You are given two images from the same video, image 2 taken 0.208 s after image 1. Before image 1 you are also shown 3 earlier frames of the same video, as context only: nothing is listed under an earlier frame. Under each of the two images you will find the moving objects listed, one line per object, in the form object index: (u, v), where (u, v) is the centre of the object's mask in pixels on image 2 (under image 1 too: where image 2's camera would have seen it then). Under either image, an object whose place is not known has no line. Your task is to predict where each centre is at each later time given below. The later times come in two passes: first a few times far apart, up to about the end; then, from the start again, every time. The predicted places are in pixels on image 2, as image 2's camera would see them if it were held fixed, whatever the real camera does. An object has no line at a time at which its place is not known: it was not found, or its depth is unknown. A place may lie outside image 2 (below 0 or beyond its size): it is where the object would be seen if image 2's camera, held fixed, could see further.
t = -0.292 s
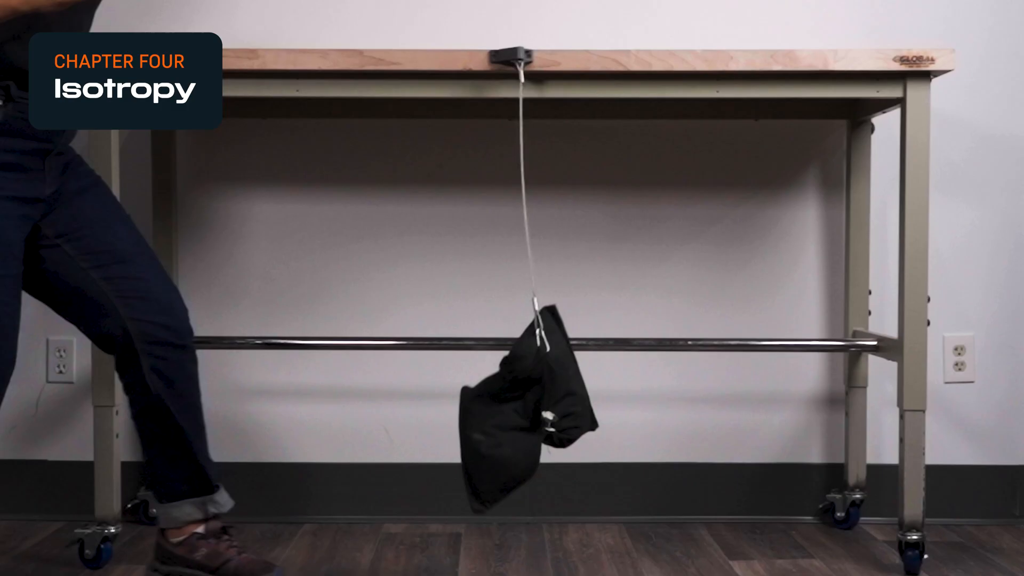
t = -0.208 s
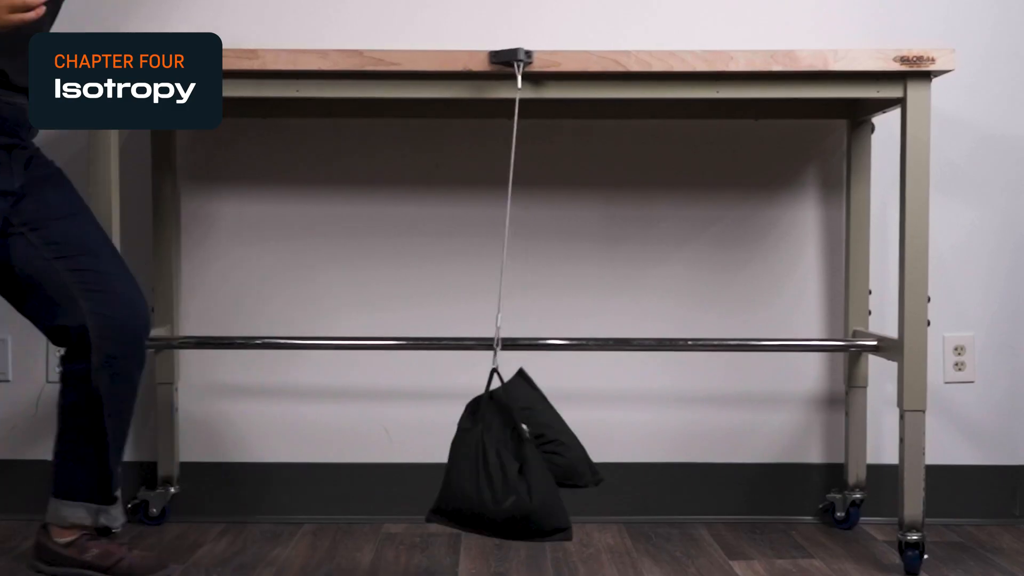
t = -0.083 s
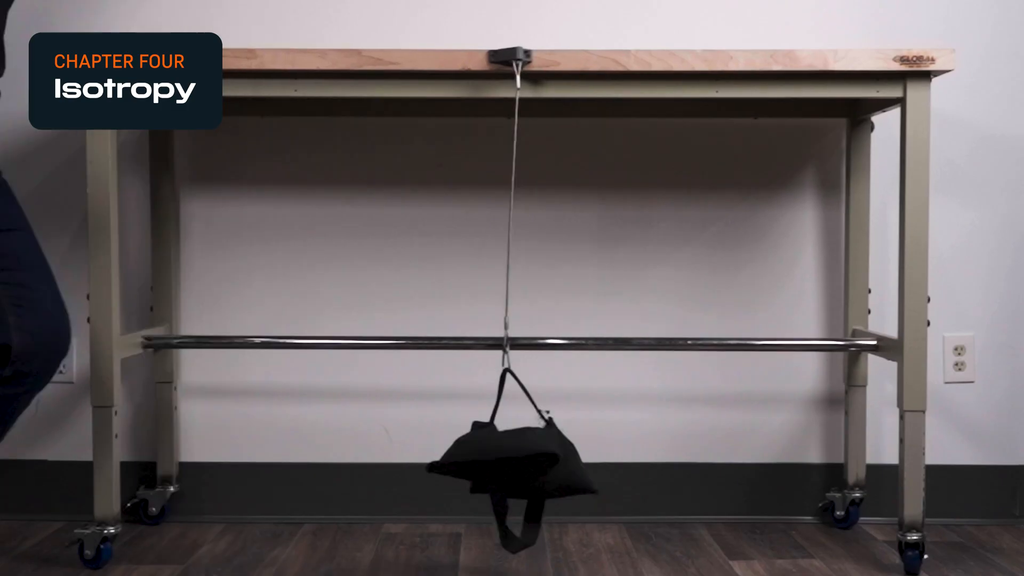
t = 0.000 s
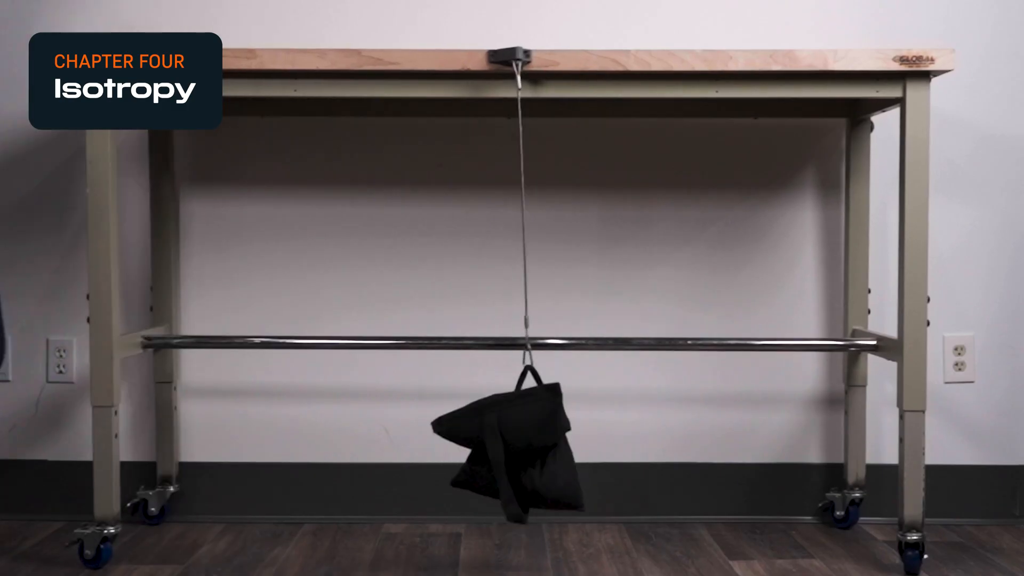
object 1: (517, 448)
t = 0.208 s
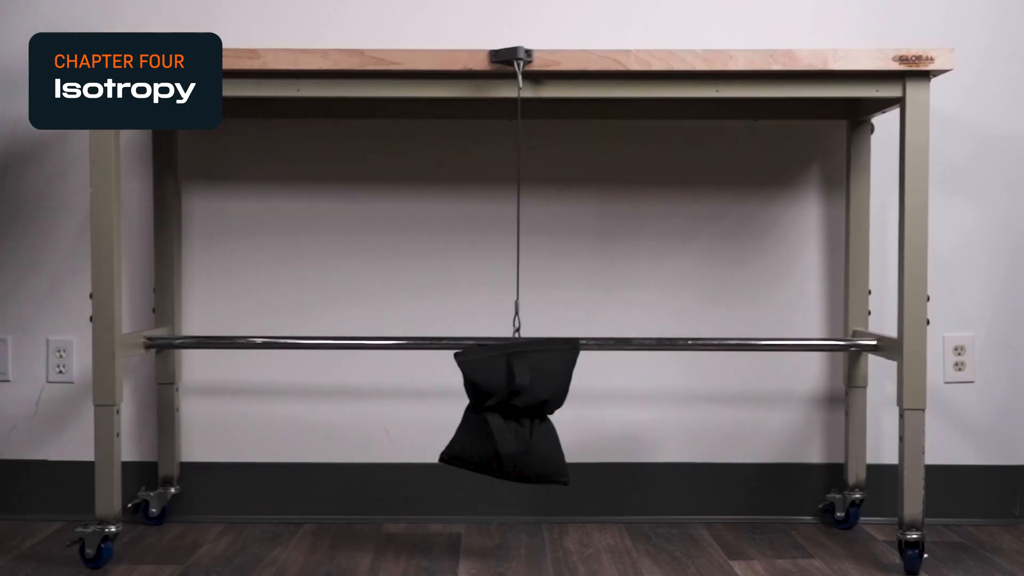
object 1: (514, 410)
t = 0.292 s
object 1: (513, 404)
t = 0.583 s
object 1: (521, 414)
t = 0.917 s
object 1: (504, 416)
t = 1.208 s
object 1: (510, 461)
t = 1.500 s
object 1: (516, 480)
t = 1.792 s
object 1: (516, 470)
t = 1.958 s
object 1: (519, 464)
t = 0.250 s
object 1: (513, 407)
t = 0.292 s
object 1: (513, 404)
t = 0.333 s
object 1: (513, 402)
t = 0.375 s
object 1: (512, 402)
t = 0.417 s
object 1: (512, 401)
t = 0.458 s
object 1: (514, 402)
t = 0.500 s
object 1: (516, 407)
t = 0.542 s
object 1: (518, 412)
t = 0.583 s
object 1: (521, 414)
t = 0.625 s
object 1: (522, 415)
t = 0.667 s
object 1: (521, 415)
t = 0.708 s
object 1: (517, 415)
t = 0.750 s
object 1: (514, 415)
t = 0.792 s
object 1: (510, 415)
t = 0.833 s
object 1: (511, 410)
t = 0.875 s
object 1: (503, 415)
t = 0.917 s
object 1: (504, 416)
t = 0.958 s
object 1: (507, 418)
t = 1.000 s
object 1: (509, 423)
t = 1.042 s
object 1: (512, 428)
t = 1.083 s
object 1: (512, 435)
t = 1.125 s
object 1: (510, 445)
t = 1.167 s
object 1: (509, 453)
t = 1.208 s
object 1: (510, 461)
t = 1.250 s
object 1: (512, 467)
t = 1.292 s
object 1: (510, 456)
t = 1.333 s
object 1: (510, 458)
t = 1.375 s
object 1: (511, 462)
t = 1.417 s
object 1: (512, 467)
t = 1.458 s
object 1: (512, 471)
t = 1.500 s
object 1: (516, 480)
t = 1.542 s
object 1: (516, 484)
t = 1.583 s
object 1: (515, 471)
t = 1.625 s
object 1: (513, 483)
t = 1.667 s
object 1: (512, 481)
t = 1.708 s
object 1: (516, 470)
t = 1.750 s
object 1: (516, 469)
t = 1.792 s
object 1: (516, 470)
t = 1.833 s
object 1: (517, 468)
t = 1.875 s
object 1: (517, 467)
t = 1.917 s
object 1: (518, 467)
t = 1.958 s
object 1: (519, 464)
